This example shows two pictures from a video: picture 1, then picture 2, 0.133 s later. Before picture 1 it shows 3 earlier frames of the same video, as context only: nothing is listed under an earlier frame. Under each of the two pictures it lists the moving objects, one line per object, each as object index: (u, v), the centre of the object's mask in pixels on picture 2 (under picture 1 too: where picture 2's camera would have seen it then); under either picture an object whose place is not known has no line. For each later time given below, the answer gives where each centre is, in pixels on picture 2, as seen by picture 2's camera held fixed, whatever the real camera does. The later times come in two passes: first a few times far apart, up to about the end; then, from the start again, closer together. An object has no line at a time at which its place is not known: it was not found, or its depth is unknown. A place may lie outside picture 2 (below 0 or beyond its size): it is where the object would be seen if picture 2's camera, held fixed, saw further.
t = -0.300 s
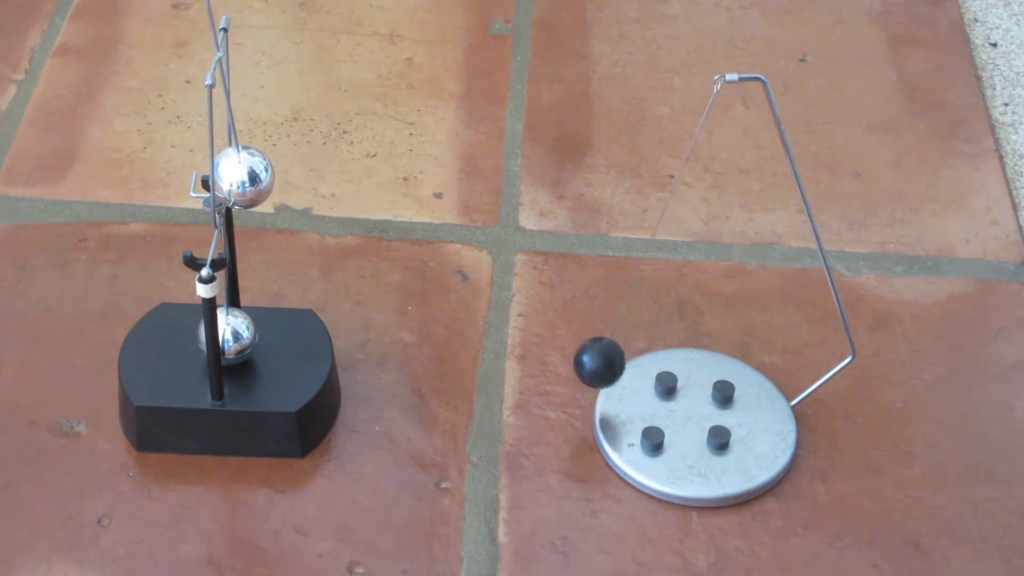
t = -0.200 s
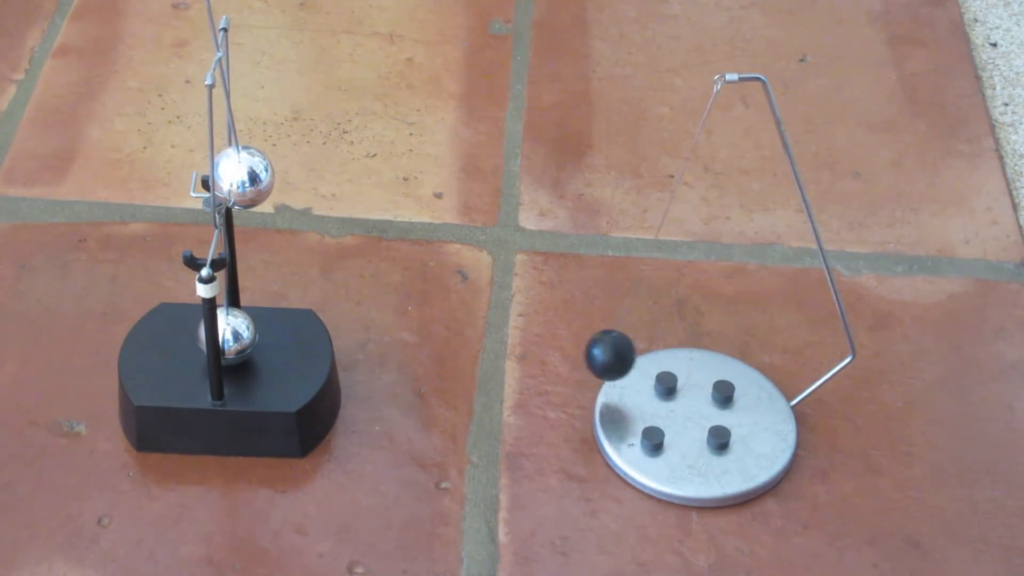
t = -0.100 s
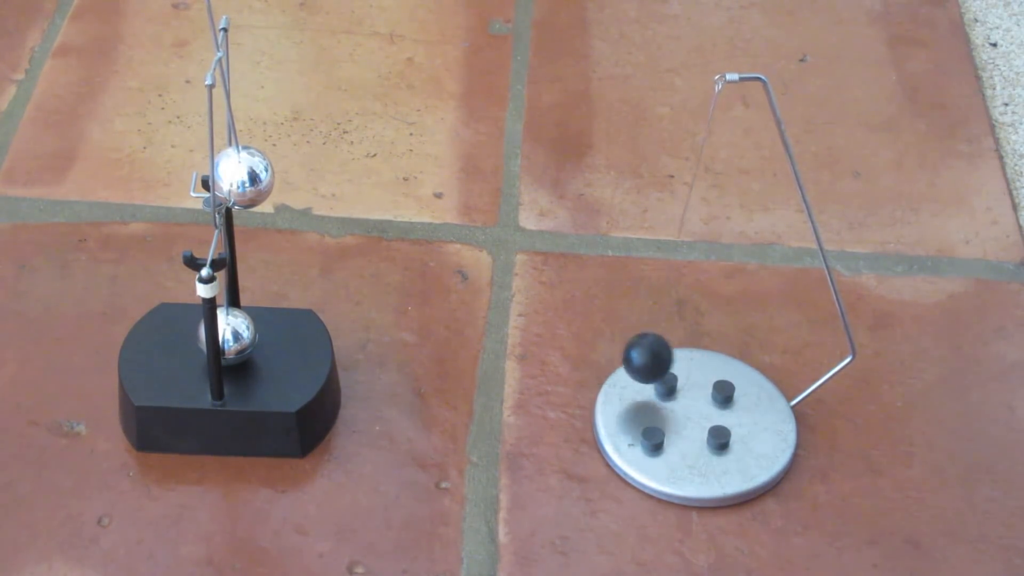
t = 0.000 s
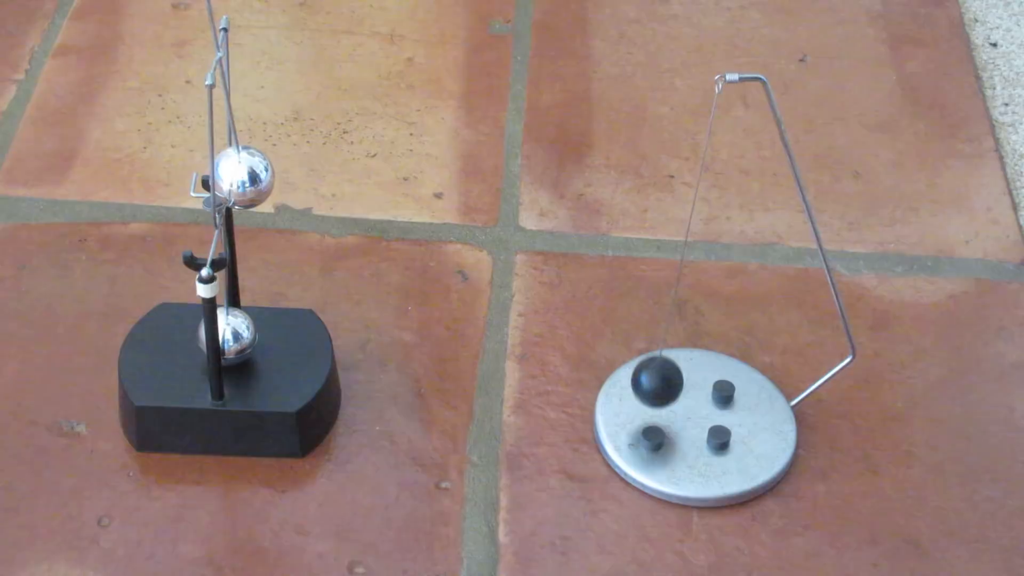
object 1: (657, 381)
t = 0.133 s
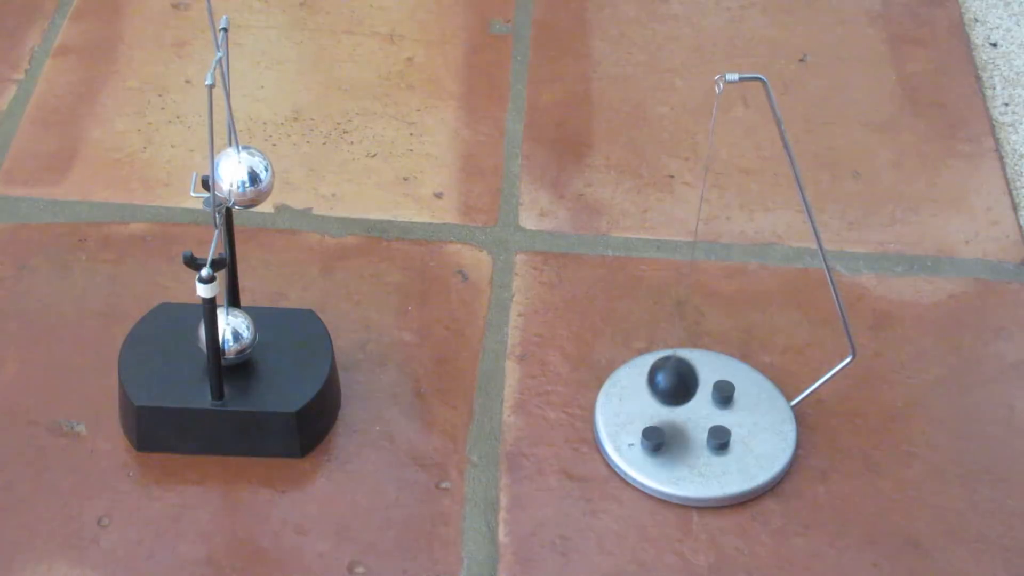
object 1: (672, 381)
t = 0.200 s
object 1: (693, 368)
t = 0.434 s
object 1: (709, 421)
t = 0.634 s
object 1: (710, 371)
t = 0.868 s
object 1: (679, 397)
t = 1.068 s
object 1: (738, 391)
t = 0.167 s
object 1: (683, 372)
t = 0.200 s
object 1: (693, 368)
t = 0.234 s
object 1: (703, 368)
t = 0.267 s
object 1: (709, 372)
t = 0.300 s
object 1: (711, 381)
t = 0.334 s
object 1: (710, 394)
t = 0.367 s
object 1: (710, 409)
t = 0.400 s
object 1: (710, 418)
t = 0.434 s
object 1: (709, 421)
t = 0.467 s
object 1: (707, 419)
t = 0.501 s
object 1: (703, 414)
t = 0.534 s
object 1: (701, 404)
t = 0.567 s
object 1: (703, 391)
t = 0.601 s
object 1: (707, 379)
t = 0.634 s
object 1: (710, 371)
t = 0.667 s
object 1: (708, 369)
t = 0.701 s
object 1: (700, 371)
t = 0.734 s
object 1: (690, 377)
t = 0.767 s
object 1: (679, 386)
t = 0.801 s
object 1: (672, 393)
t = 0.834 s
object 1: (672, 397)
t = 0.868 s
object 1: (679, 397)
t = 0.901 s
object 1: (697, 396)
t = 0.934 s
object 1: (719, 393)
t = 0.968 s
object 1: (737, 391)
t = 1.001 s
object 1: (747, 390)
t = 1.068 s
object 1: (738, 391)
